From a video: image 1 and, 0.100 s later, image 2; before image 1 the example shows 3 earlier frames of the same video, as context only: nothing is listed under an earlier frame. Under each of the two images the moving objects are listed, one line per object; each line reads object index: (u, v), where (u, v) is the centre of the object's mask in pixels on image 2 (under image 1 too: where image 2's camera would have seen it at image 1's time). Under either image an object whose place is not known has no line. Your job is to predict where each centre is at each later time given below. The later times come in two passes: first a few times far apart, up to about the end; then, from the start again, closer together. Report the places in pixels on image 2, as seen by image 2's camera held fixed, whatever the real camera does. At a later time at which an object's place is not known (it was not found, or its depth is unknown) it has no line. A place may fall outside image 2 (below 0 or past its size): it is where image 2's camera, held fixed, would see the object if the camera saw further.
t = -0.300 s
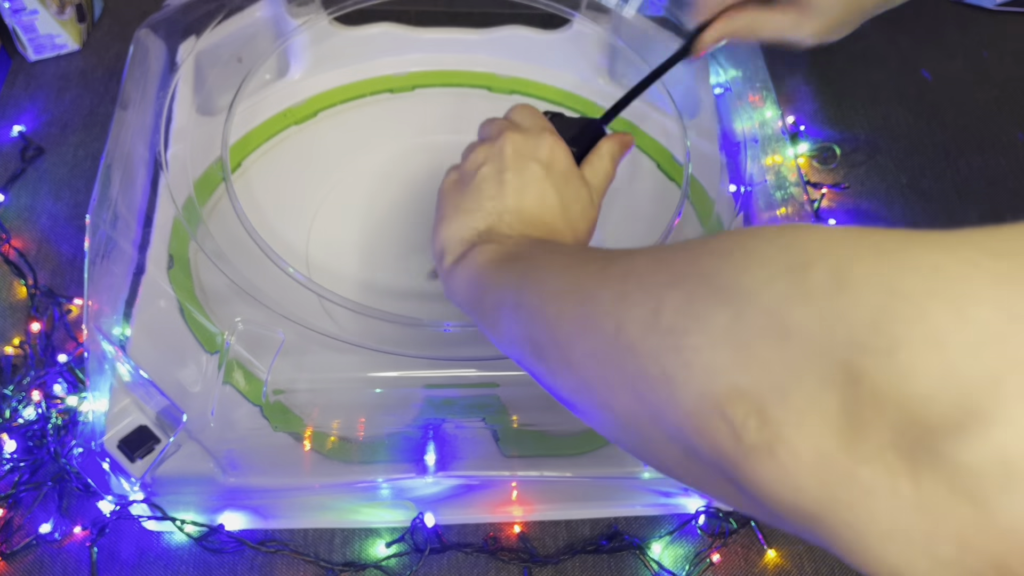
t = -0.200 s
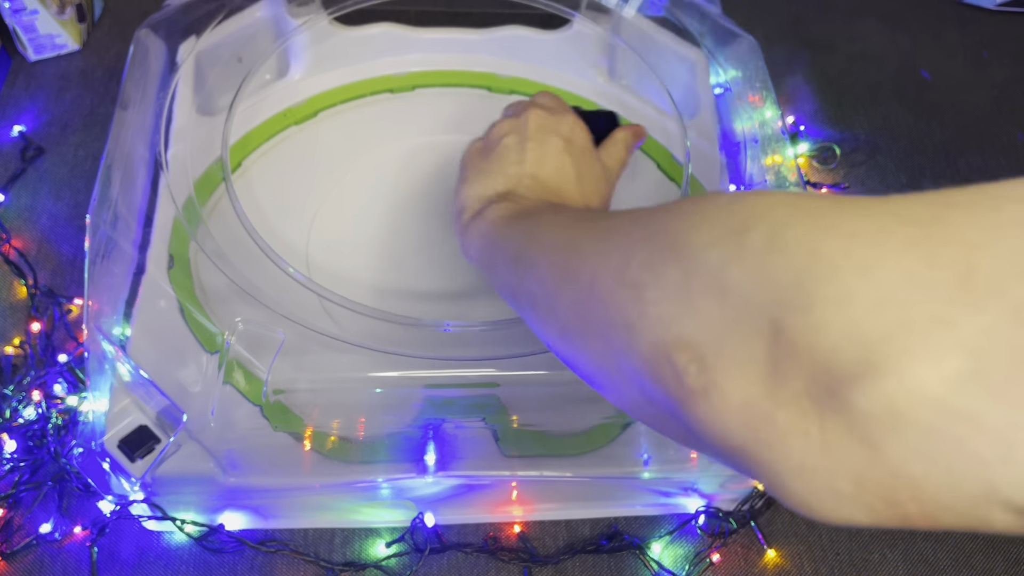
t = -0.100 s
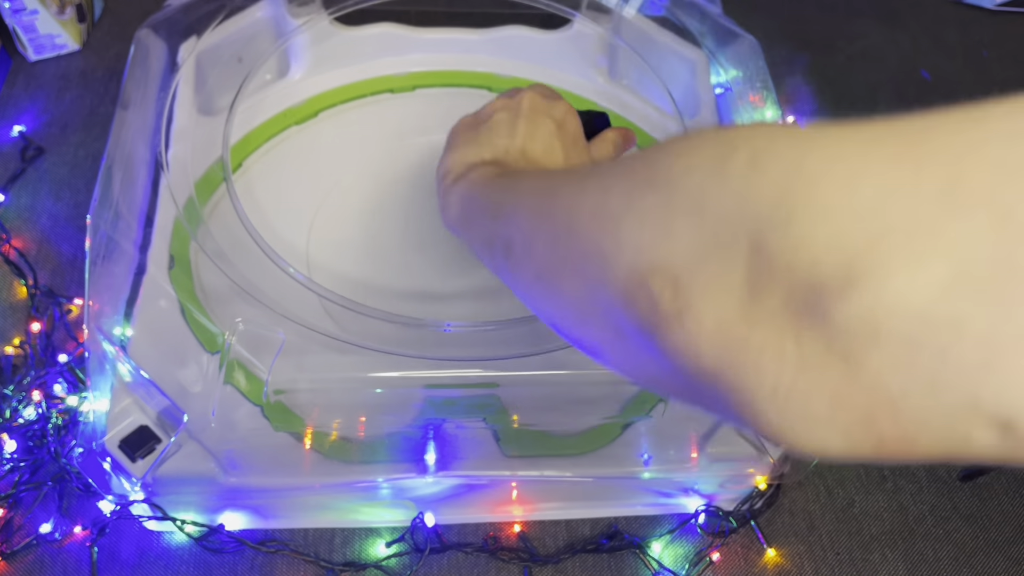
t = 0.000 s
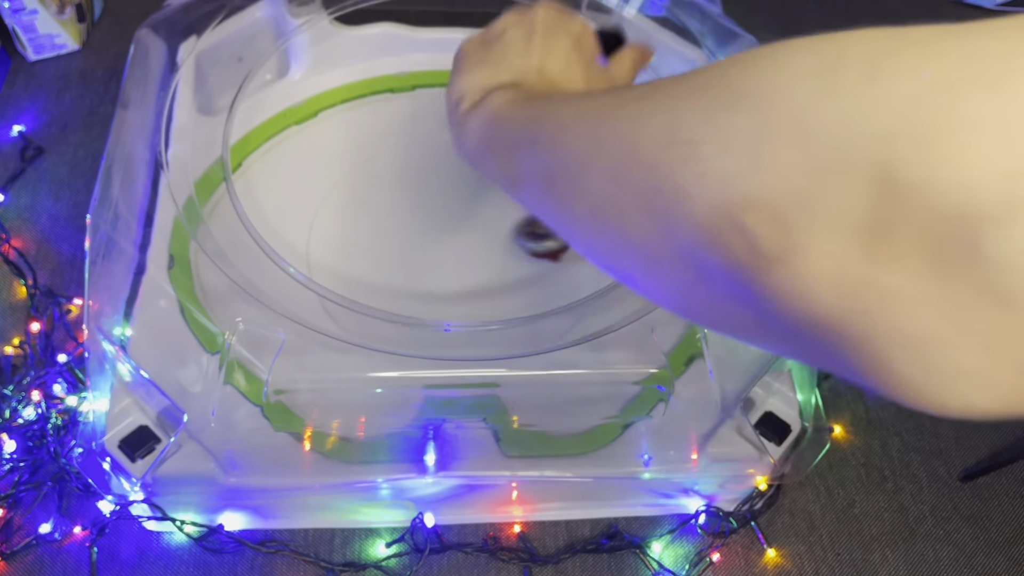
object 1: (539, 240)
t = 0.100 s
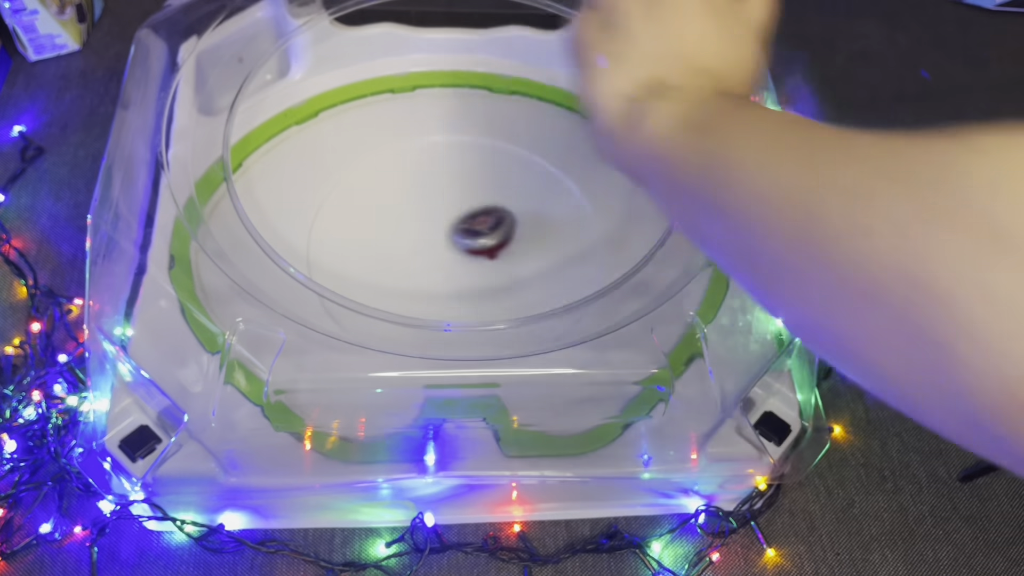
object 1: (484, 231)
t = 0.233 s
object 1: (379, 236)
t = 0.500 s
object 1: (267, 274)
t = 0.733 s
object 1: (290, 324)
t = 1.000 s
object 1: (424, 330)
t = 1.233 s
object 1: (442, 243)
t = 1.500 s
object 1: (385, 139)
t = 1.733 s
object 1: (372, 185)
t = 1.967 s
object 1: (412, 255)
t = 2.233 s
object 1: (335, 149)
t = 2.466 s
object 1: (363, 129)
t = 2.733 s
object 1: (462, 206)
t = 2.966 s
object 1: (540, 244)
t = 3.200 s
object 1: (547, 235)
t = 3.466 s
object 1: (500, 196)
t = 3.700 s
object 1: (486, 192)
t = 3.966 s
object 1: (547, 230)
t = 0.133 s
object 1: (458, 232)
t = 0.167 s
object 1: (431, 233)
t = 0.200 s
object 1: (405, 234)
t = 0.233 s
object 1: (379, 236)
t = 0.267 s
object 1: (354, 238)
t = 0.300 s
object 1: (331, 241)
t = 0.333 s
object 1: (311, 245)
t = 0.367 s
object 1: (302, 245)
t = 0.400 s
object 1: (291, 252)
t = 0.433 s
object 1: (282, 261)
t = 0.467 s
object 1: (276, 267)
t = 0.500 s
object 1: (267, 274)
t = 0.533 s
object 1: (255, 285)
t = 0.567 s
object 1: (246, 291)
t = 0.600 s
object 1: (234, 299)
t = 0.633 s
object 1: (219, 309)
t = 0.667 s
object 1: (241, 319)
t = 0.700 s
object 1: (266, 321)
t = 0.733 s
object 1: (290, 324)
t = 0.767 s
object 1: (312, 327)
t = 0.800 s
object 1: (331, 331)
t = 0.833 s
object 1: (349, 334)
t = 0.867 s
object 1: (367, 337)
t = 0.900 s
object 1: (384, 336)
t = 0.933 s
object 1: (400, 336)
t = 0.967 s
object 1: (413, 334)
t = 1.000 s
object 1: (424, 330)
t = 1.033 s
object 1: (433, 324)
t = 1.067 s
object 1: (441, 315)
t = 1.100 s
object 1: (445, 304)
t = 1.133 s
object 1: (447, 291)
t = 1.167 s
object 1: (447, 276)
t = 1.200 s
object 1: (445, 260)
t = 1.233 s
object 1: (442, 243)
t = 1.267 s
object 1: (437, 227)
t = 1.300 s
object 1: (432, 210)
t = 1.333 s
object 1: (425, 194)
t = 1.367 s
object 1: (418, 179)
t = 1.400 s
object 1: (410, 166)
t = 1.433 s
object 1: (402, 154)
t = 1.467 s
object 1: (393, 145)
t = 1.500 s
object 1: (385, 139)
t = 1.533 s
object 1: (377, 135)
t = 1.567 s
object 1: (373, 139)
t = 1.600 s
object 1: (372, 145)
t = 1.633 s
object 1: (370, 154)
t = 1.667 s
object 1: (370, 163)
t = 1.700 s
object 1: (370, 174)
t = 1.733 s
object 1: (372, 185)
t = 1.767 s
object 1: (374, 197)
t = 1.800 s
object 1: (377, 209)
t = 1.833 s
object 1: (382, 221)
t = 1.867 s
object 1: (388, 232)
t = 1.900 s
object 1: (395, 241)
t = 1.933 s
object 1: (403, 249)
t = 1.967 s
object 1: (412, 255)
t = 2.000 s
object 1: (422, 259)
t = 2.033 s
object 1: (422, 256)
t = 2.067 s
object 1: (397, 231)
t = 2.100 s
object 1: (372, 216)
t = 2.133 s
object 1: (353, 198)
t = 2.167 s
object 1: (339, 176)
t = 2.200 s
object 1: (336, 158)
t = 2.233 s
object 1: (335, 149)
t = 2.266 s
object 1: (336, 134)
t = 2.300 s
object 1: (336, 121)
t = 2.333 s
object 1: (337, 106)
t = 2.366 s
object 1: (340, 97)
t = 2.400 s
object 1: (347, 108)
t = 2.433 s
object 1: (354, 119)
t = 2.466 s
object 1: (363, 129)
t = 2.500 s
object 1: (371, 137)
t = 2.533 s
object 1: (382, 148)
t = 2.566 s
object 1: (392, 158)
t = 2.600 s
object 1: (405, 169)
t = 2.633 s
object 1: (417, 180)
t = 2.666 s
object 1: (432, 189)
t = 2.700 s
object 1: (446, 198)
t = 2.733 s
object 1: (462, 206)
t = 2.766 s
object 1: (479, 208)
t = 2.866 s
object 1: (515, 227)
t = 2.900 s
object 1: (524, 235)
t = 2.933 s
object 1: (532, 240)
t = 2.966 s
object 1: (540, 244)
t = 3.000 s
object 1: (546, 247)
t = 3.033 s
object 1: (550, 247)
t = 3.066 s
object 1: (551, 247)
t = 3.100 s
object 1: (553, 244)
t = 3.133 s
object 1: (552, 243)
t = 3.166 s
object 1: (550, 239)
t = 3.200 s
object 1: (547, 235)
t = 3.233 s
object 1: (544, 233)
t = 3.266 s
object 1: (539, 228)
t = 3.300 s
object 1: (533, 223)
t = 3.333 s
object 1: (527, 217)
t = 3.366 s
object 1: (520, 211)
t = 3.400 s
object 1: (513, 206)
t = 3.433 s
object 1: (506, 201)
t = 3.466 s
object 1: (500, 196)
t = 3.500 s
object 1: (494, 192)
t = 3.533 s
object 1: (489, 189)
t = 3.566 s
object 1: (485, 188)
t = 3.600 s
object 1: (483, 188)
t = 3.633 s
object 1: (483, 188)
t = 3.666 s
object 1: (484, 190)
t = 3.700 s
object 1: (486, 192)
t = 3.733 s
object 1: (490, 195)
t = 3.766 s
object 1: (495, 200)
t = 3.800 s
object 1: (501, 206)
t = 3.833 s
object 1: (508, 212)
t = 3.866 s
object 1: (517, 218)
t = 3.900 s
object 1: (527, 224)
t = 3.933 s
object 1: (536, 228)
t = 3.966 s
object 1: (547, 230)
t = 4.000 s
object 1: (555, 229)
